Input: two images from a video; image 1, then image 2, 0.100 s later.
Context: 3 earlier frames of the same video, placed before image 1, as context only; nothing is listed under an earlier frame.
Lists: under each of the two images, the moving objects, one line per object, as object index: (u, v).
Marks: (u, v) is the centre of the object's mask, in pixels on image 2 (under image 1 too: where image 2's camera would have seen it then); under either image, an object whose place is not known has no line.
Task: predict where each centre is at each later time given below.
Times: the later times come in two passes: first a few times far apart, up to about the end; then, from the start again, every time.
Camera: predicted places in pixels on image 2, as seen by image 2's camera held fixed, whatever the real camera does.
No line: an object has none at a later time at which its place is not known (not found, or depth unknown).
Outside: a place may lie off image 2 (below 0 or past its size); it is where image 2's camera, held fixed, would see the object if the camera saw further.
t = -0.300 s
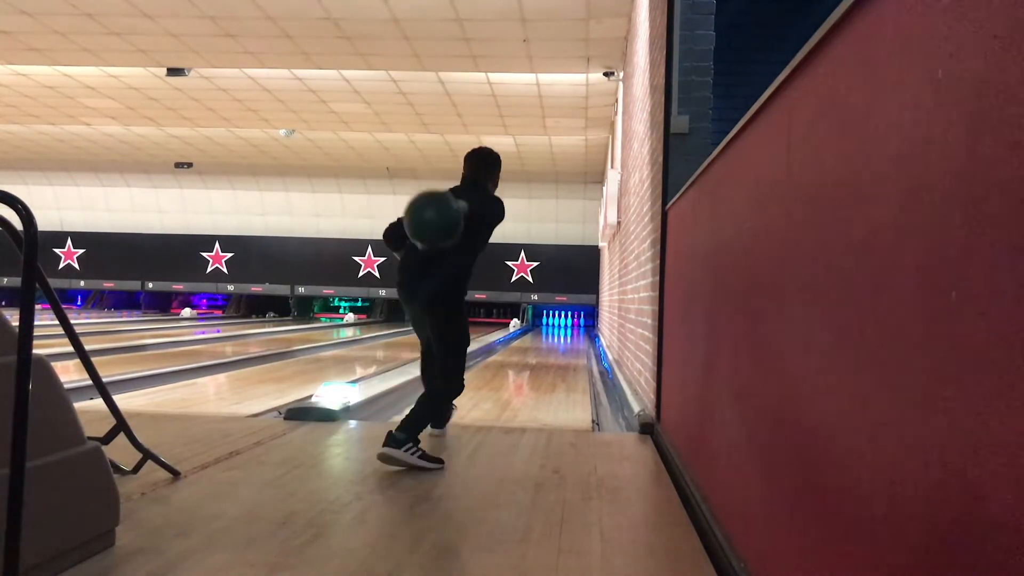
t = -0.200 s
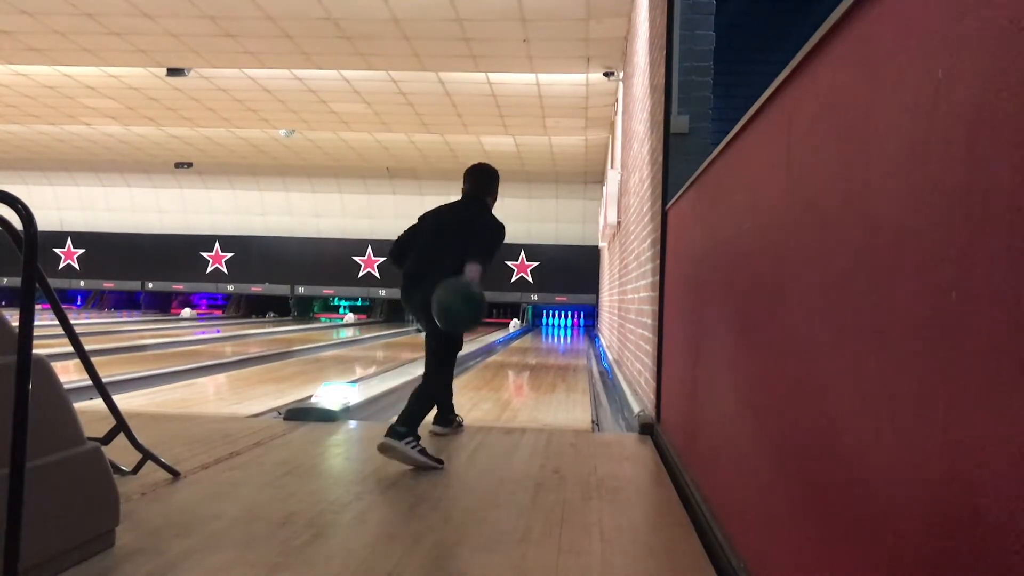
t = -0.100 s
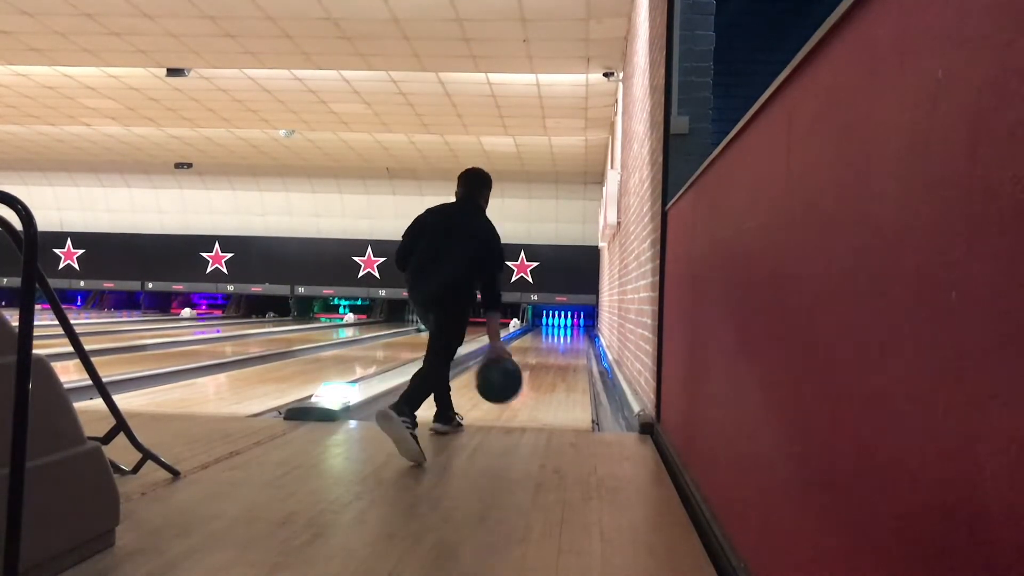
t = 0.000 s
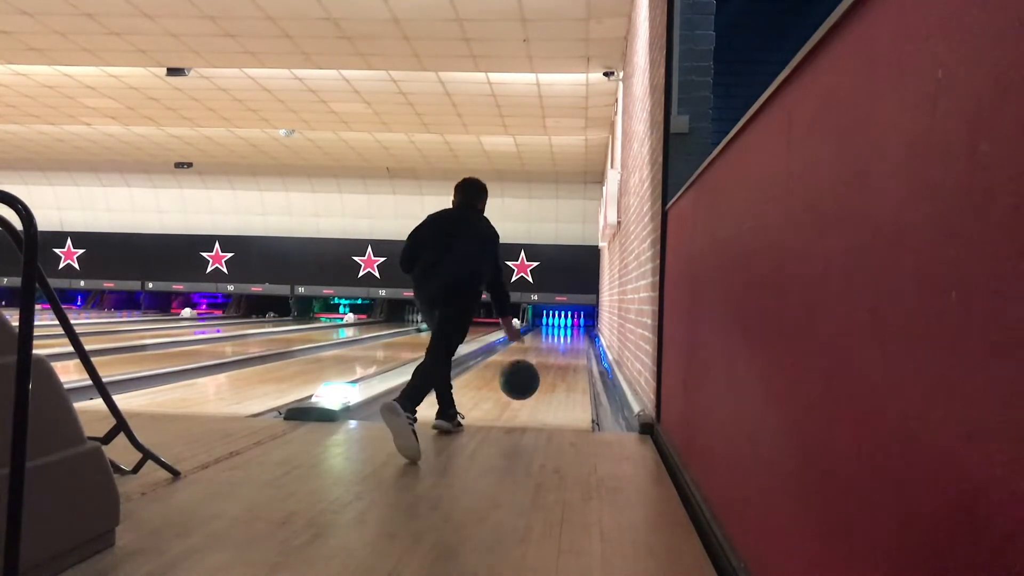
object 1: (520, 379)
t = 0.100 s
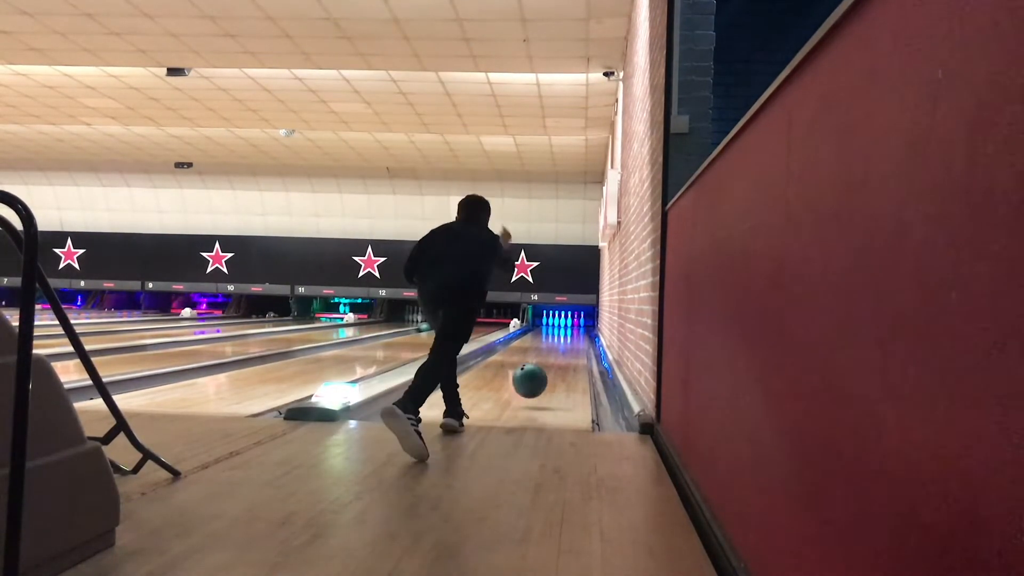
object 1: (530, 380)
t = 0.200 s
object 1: (538, 380)
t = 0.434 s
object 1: (550, 361)
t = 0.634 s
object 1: (556, 352)
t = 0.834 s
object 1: (560, 346)
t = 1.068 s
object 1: (564, 340)
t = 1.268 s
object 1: (565, 336)
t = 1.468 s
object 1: (567, 333)
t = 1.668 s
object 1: (567, 331)
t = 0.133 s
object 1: (533, 383)
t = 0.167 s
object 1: (536, 381)
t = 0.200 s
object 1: (538, 380)
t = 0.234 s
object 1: (541, 376)
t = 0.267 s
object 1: (543, 373)
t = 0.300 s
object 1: (544, 373)
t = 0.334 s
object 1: (546, 367)
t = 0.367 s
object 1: (548, 366)
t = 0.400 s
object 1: (549, 364)
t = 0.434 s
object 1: (550, 361)
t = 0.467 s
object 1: (552, 360)
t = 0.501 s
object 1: (553, 358)
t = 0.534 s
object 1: (554, 356)
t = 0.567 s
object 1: (555, 355)
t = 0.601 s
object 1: (556, 352)
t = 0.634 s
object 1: (556, 352)
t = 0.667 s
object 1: (557, 351)
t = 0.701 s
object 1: (558, 350)
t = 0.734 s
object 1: (559, 348)
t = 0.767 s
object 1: (560, 348)
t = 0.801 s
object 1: (560, 347)
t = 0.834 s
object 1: (560, 346)
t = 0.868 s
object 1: (561, 345)
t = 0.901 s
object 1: (562, 344)
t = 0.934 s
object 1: (562, 343)
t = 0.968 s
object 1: (563, 342)
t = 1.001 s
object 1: (563, 341)
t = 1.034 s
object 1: (564, 341)
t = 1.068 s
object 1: (564, 340)
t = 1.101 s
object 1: (564, 339)
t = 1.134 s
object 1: (565, 339)
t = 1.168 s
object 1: (565, 338)
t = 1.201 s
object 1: (565, 337)
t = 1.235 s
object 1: (565, 336)
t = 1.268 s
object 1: (565, 336)
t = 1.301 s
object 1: (566, 335)
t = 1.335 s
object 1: (566, 334)
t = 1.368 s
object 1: (566, 334)
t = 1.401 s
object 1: (567, 333)
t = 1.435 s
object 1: (567, 333)
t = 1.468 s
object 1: (567, 333)
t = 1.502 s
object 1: (567, 333)
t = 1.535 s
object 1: (567, 332)
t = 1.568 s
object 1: (567, 332)
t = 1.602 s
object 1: (567, 331)
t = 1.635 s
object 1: (567, 331)
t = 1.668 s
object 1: (567, 331)
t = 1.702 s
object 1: (567, 330)
